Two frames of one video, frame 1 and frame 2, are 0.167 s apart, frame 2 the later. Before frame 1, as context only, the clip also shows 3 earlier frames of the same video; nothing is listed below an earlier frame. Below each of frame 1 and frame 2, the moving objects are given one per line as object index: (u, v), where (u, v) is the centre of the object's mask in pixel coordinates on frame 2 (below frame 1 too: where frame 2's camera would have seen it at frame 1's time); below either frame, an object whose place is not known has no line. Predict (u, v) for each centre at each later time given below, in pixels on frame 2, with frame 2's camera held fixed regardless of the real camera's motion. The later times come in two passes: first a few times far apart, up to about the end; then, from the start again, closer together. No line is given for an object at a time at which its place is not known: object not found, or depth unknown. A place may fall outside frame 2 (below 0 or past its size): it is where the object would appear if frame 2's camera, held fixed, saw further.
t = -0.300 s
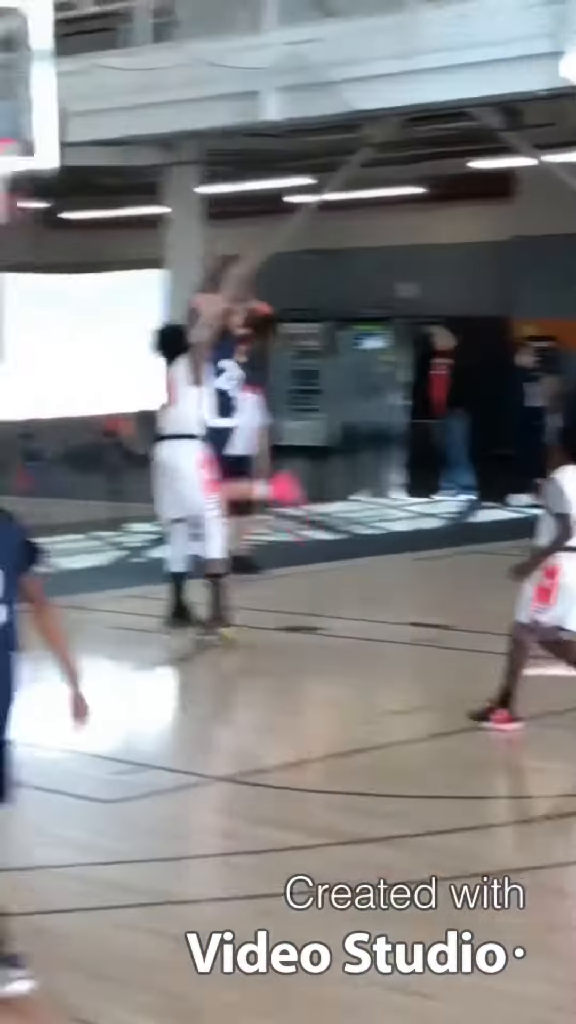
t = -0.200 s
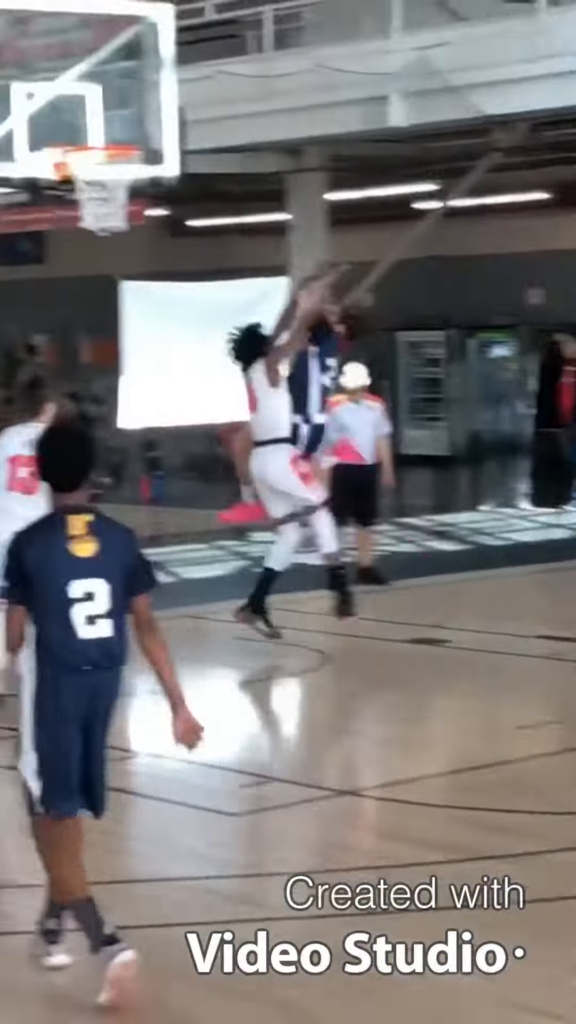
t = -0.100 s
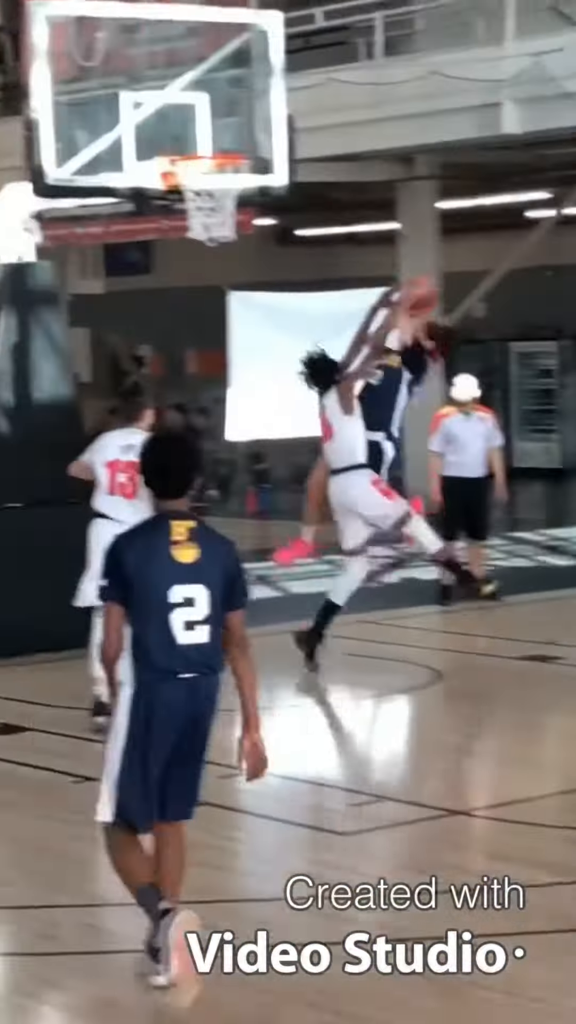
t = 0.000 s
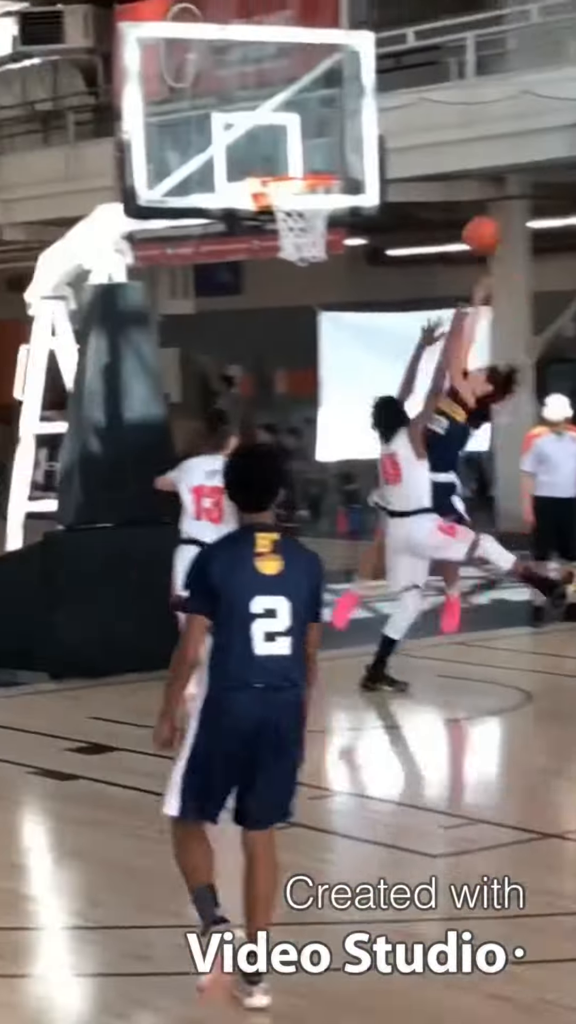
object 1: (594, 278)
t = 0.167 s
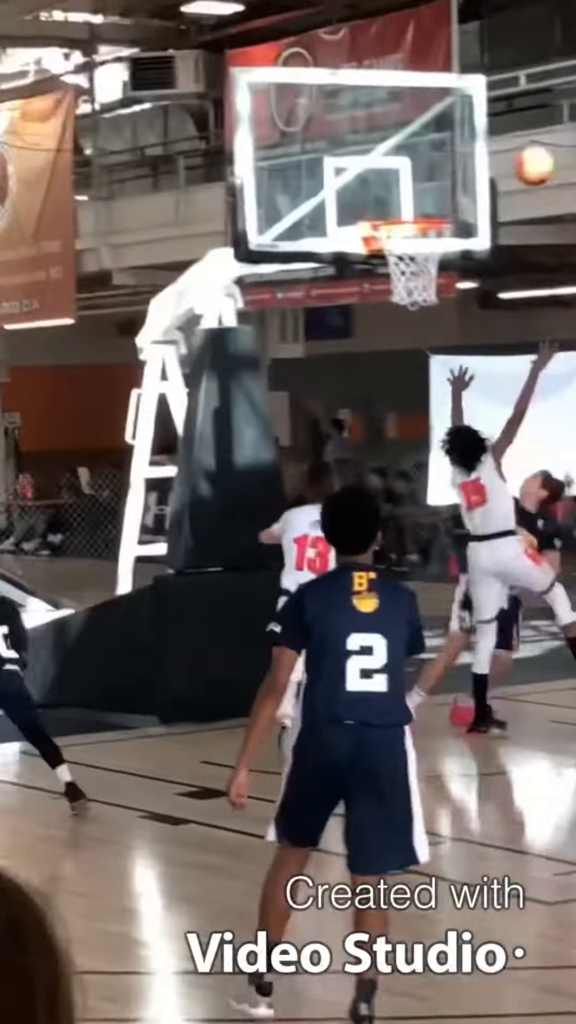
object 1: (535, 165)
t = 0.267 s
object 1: (499, 122)
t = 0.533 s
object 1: (448, 82)
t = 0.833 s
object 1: (440, 181)
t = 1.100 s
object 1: (387, 204)
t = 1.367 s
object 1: (418, 222)
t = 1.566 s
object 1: (437, 300)
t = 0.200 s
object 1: (523, 150)
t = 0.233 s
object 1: (510, 134)
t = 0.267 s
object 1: (499, 122)
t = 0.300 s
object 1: (487, 111)
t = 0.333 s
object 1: (475, 102)
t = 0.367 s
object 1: (461, 94)
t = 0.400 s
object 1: (453, 88)
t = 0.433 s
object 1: (452, 83)
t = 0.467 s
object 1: (451, 81)
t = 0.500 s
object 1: (449, 81)
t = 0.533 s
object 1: (448, 82)
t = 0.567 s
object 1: (448, 87)
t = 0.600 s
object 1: (447, 92)
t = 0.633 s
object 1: (446, 99)
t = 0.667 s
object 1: (444, 107)
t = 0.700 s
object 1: (443, 118)
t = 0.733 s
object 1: (442, 132)
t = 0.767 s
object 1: (441, 146)
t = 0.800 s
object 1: (440, 162)
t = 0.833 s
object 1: (440, 181)
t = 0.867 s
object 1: (438, 201)
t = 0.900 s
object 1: (434, 204)
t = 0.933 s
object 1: (422, 204)
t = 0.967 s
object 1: (409, 204)
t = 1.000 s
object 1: (398, 205)
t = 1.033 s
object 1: (386, 207)
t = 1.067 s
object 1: (383, 208)
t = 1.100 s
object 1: (387, 204)
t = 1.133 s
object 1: (391, 200)
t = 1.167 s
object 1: (395, 198)
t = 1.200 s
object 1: (399, 198)
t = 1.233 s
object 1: (403, 199)
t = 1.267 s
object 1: (408, 202)
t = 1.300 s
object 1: (412, 206)
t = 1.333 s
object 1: (416, 210)
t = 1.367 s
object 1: (418, 222)
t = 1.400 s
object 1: (424, 235)
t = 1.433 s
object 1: (430, 241)
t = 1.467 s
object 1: (435, 257)
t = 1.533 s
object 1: (438, 282)
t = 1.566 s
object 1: (437, 300)
